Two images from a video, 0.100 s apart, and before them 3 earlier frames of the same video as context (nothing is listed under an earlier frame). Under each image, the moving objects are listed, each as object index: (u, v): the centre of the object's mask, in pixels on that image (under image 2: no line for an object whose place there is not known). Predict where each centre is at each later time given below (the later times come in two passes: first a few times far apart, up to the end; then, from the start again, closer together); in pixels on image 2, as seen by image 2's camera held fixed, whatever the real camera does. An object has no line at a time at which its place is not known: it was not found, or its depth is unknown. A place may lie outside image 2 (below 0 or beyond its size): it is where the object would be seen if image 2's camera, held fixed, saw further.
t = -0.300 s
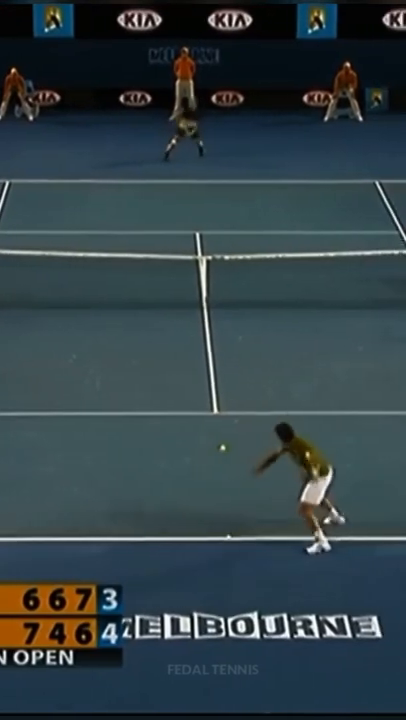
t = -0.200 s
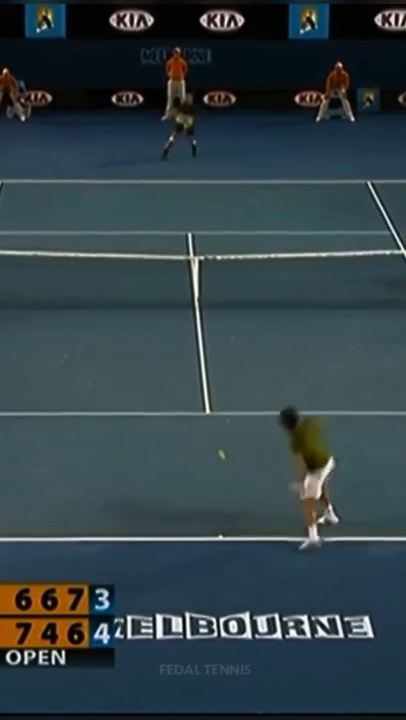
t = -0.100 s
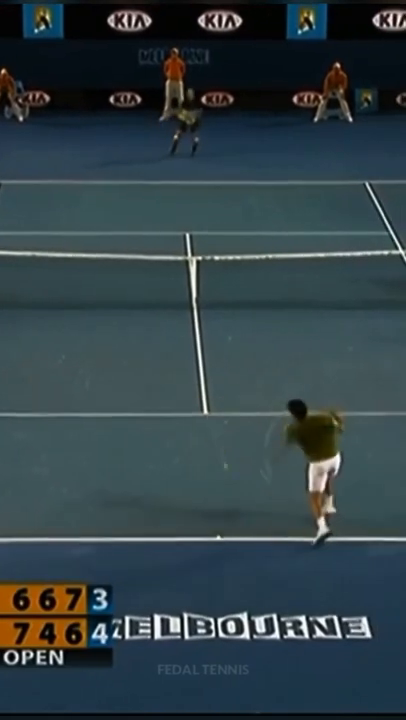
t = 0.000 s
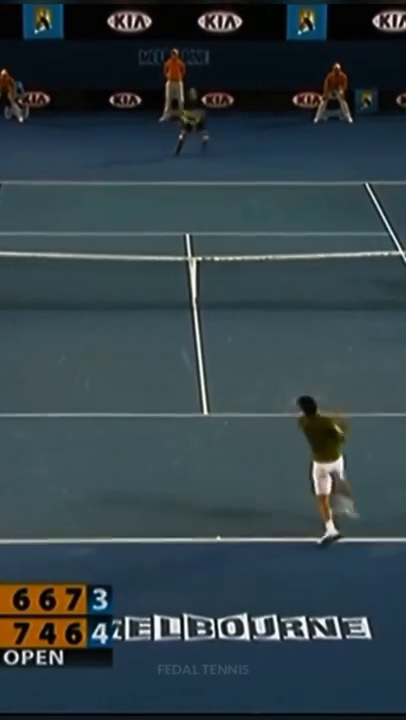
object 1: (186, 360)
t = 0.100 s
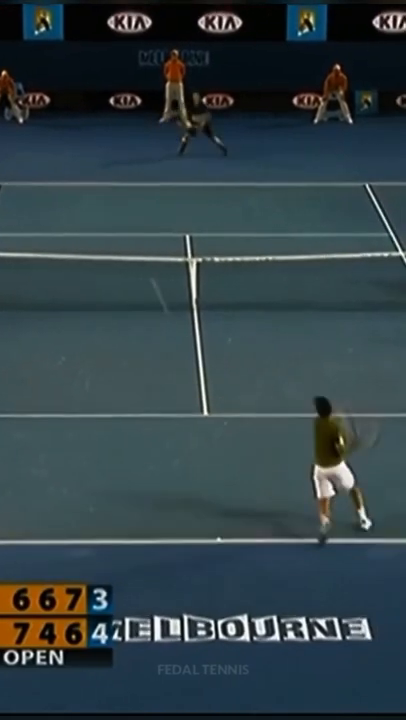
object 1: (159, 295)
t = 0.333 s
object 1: (108, 208)
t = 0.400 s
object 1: (97, 200)
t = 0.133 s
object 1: (149, 275)
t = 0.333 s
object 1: (108, 208)
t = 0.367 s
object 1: (102, 203)
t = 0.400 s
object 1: (97, 200)
